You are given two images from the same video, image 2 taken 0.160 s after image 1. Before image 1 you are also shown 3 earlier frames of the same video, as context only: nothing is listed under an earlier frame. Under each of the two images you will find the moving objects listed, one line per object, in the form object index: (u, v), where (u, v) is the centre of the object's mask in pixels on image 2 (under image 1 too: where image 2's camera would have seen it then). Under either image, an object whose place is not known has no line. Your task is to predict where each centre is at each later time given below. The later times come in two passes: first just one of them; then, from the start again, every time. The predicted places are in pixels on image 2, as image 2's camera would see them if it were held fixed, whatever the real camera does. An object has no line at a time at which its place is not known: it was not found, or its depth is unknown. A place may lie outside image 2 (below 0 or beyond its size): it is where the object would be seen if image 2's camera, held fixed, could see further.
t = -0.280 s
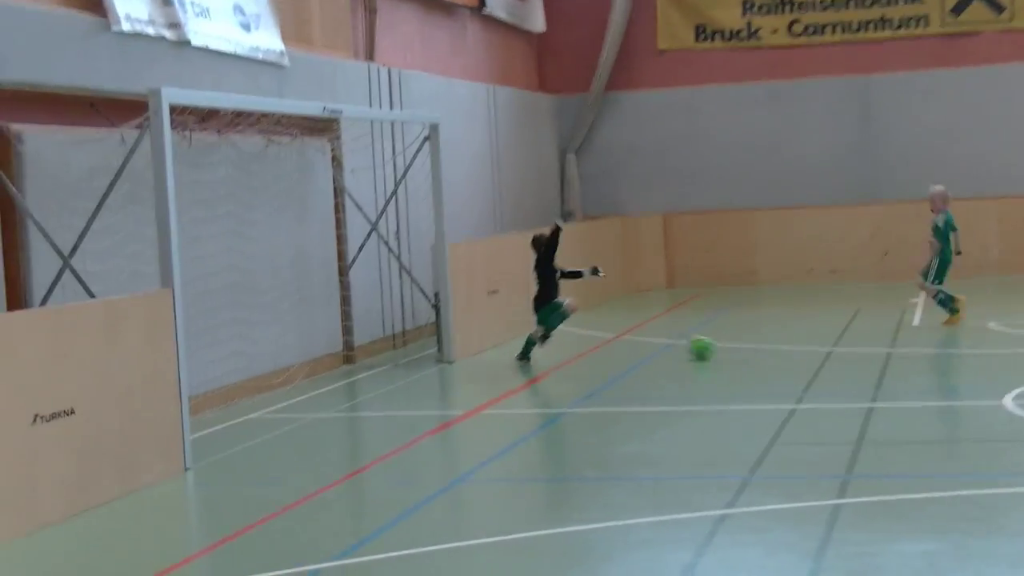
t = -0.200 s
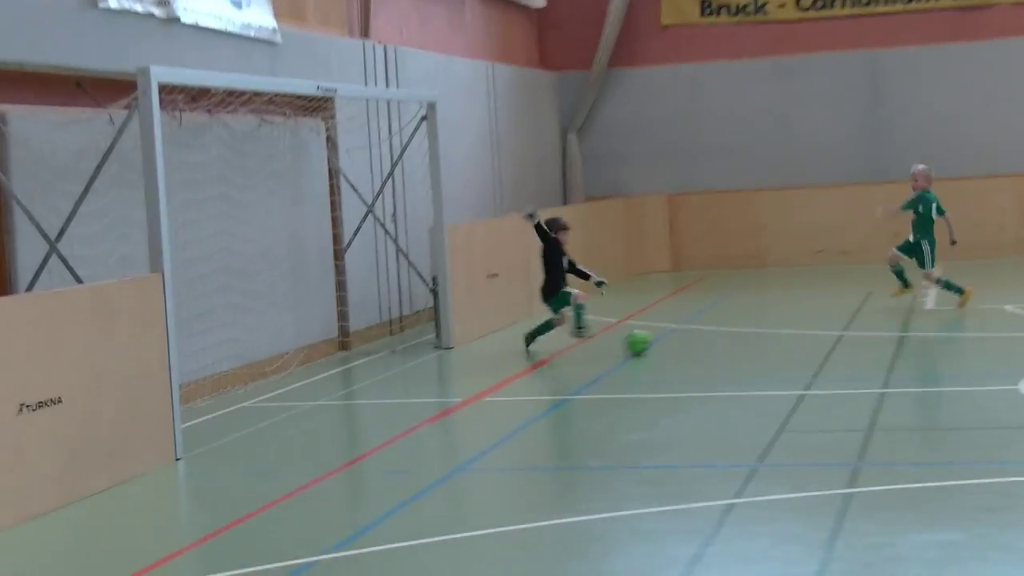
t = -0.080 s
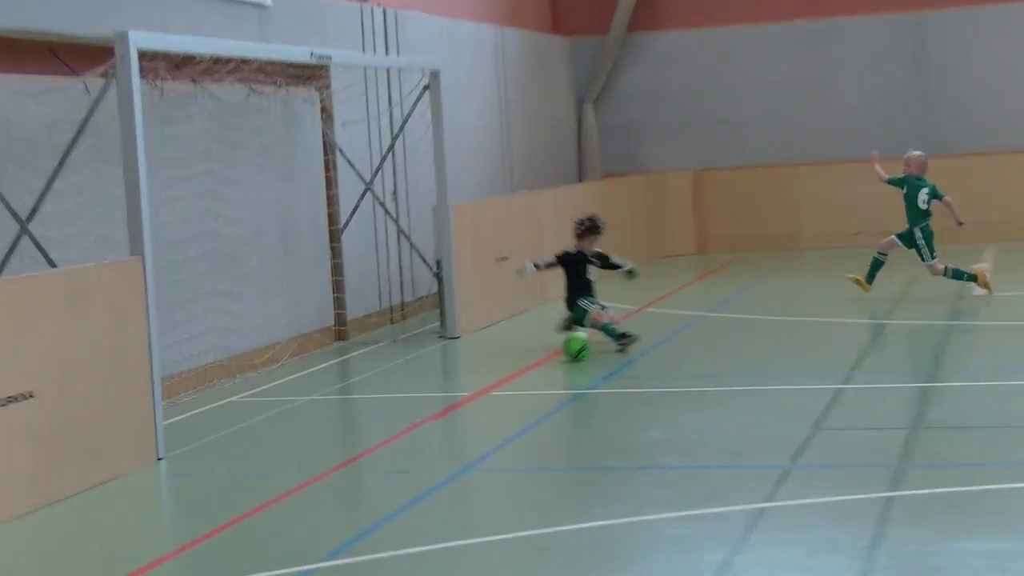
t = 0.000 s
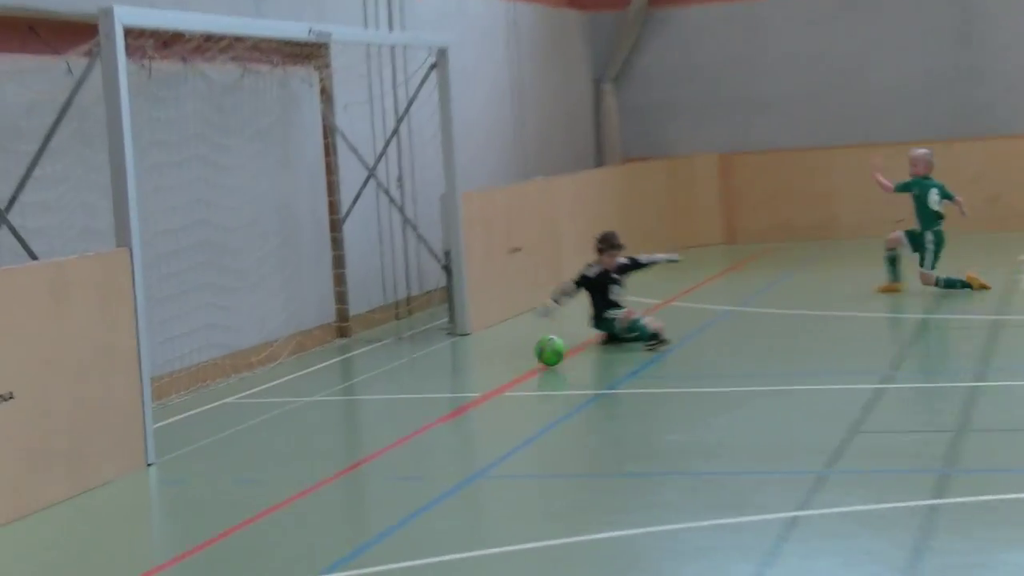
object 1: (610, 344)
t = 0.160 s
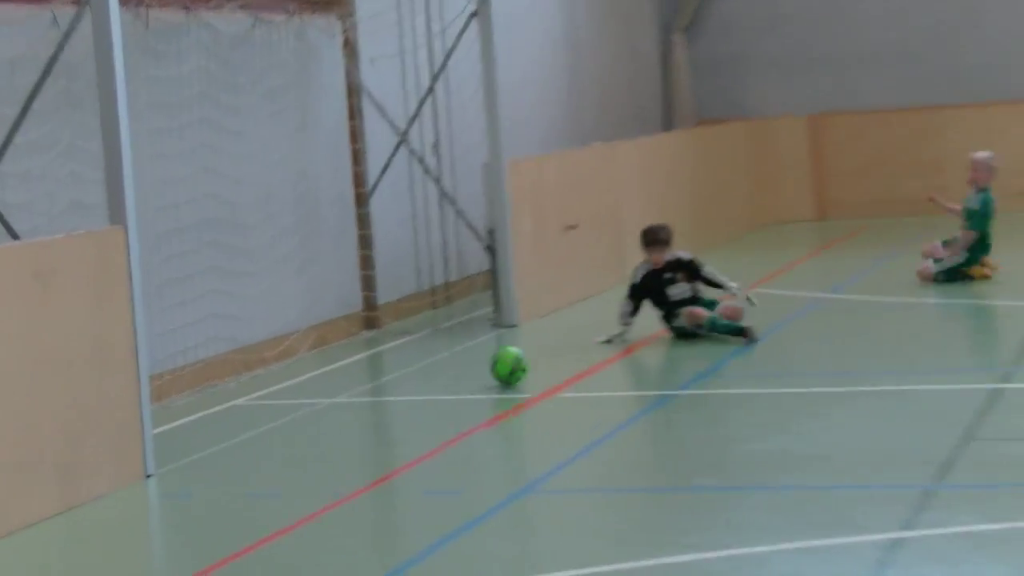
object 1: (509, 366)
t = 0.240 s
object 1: (460, 377)
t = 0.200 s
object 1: (485, 370)
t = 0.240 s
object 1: (460, 377)
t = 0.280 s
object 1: (437, 381)
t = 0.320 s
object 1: (413, 386)
